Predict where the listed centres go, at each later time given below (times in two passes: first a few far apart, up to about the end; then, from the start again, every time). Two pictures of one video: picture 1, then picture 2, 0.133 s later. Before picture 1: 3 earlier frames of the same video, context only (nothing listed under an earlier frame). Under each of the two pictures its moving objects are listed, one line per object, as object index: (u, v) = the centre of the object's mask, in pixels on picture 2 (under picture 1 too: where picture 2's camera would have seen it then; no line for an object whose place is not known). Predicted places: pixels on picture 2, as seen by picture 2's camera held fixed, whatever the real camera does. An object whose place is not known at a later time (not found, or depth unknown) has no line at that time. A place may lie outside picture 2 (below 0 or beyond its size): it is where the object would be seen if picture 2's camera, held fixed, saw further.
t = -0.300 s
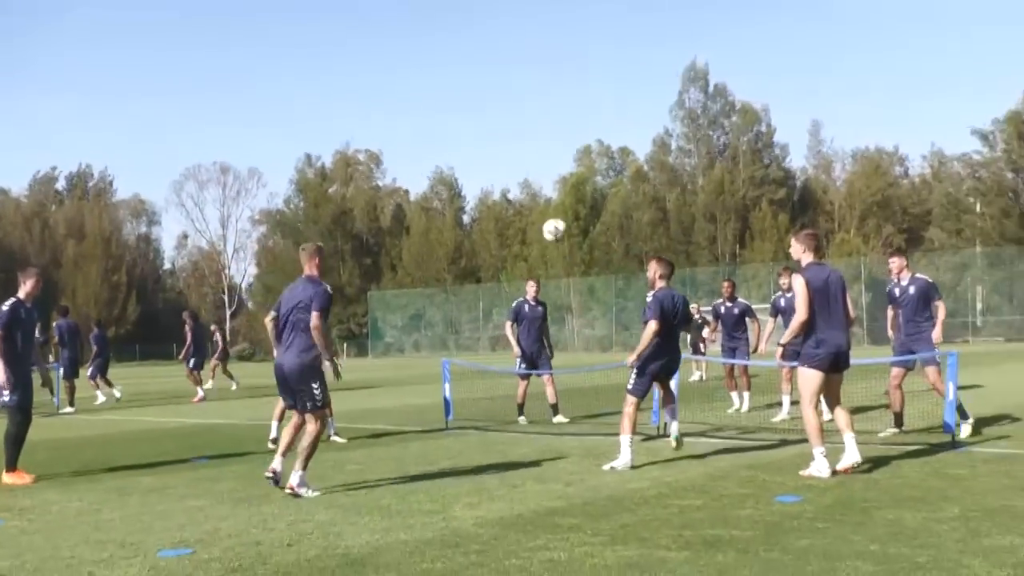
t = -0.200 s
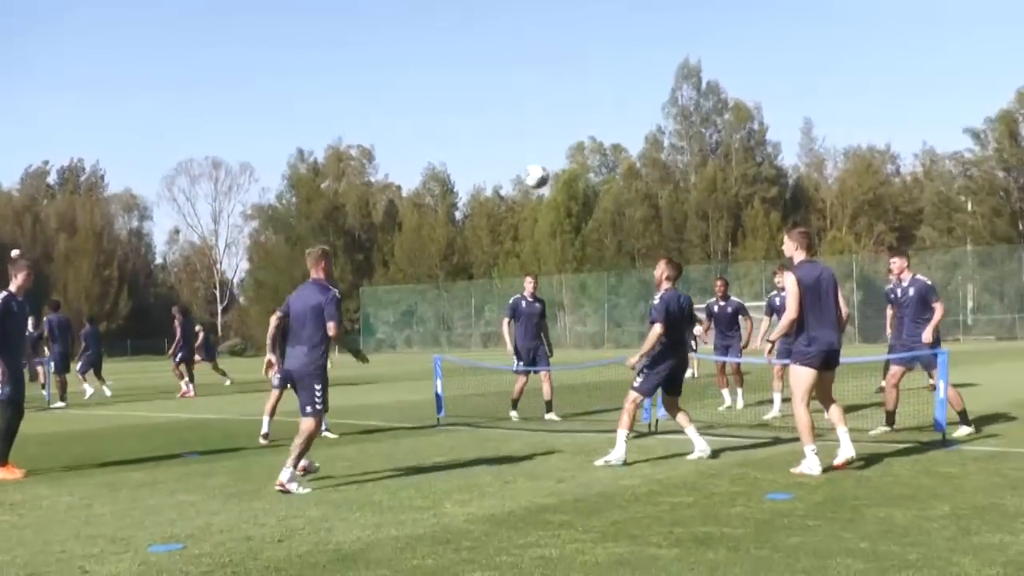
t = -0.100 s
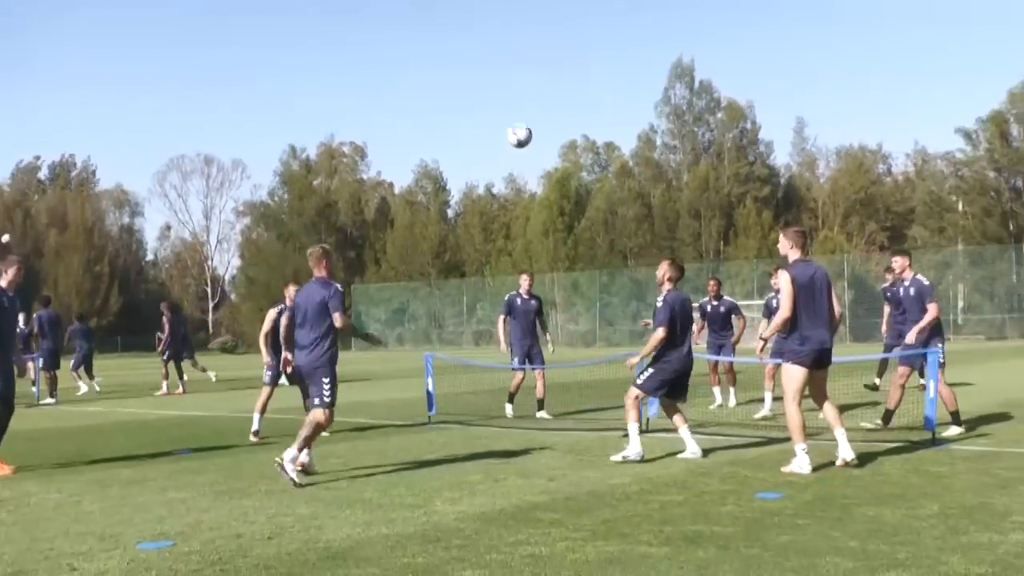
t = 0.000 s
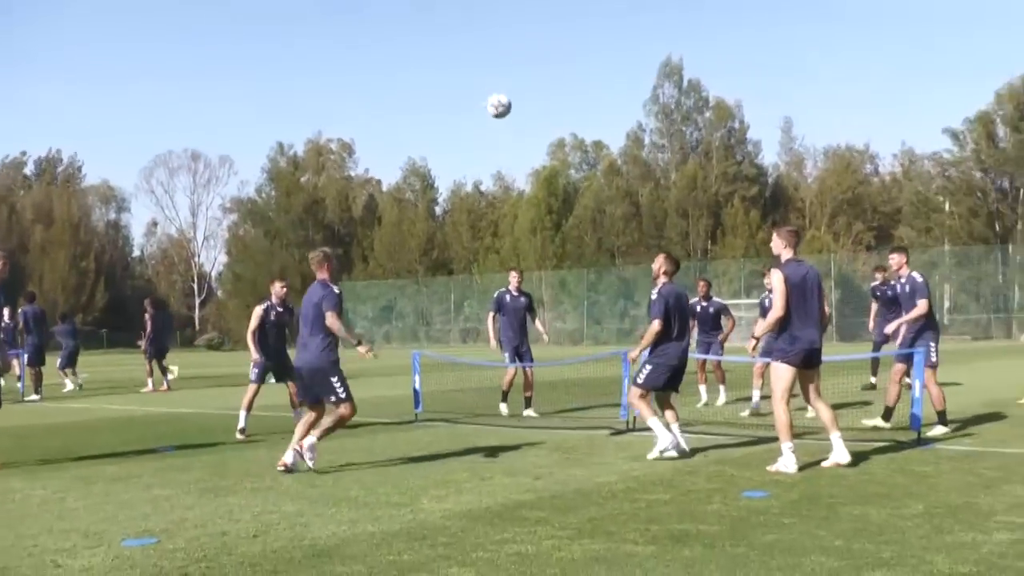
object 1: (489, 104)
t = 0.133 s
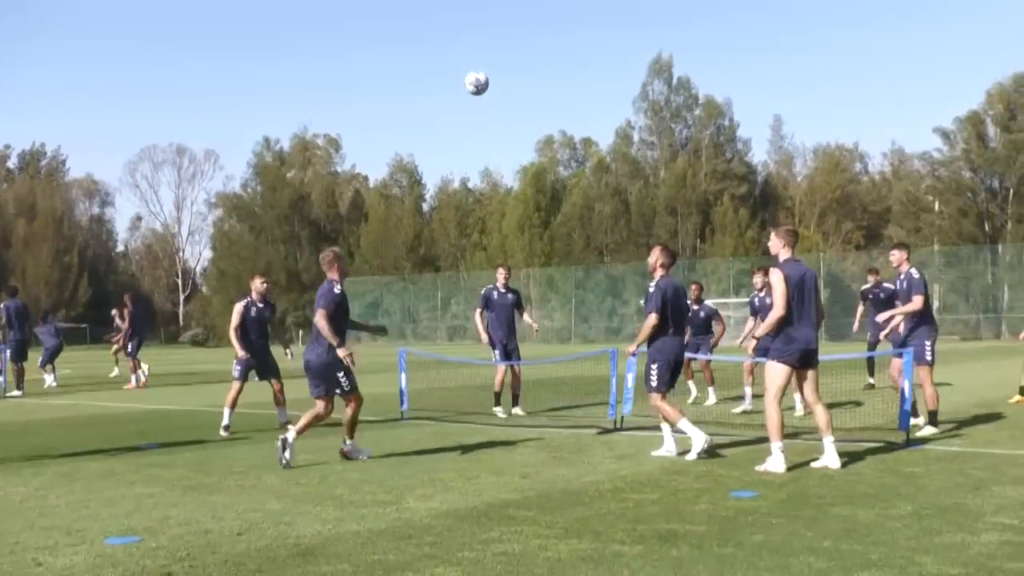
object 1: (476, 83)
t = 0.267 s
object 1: (466, 80)
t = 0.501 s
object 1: (449, 122)
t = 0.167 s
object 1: (474, 80)
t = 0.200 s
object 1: (471, 79)
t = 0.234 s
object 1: (469, 79)
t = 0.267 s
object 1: (466, 80)
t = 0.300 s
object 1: (464, 82)
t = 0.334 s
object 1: (461, 86)
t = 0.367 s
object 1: (459, 91)
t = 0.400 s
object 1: (456, 97)
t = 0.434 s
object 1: (454, 104)
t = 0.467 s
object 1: (451, 112)
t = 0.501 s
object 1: (449, 122)
